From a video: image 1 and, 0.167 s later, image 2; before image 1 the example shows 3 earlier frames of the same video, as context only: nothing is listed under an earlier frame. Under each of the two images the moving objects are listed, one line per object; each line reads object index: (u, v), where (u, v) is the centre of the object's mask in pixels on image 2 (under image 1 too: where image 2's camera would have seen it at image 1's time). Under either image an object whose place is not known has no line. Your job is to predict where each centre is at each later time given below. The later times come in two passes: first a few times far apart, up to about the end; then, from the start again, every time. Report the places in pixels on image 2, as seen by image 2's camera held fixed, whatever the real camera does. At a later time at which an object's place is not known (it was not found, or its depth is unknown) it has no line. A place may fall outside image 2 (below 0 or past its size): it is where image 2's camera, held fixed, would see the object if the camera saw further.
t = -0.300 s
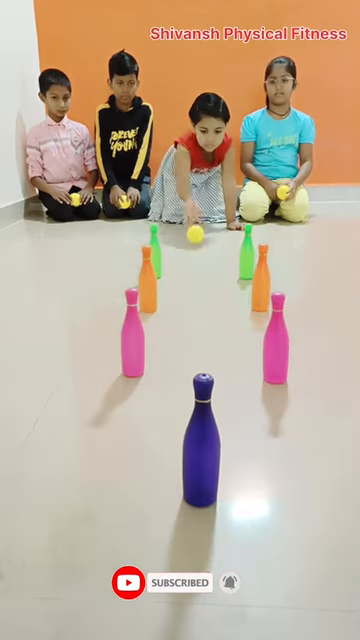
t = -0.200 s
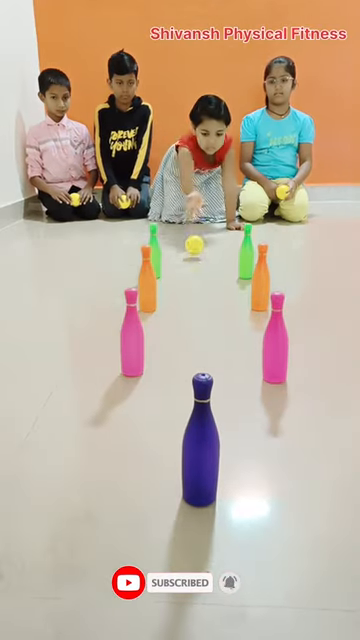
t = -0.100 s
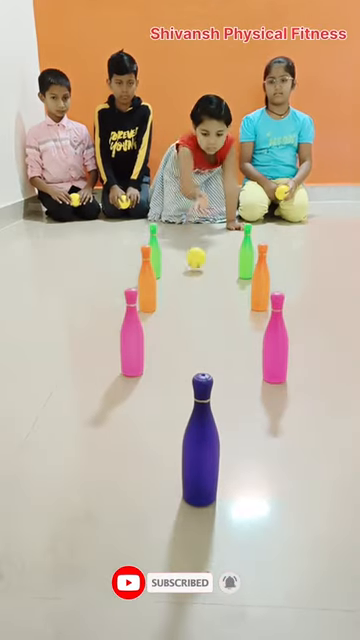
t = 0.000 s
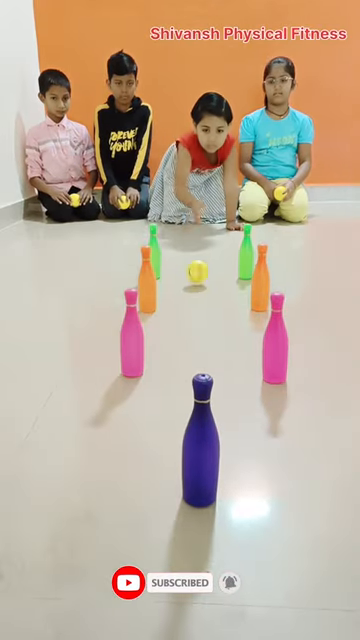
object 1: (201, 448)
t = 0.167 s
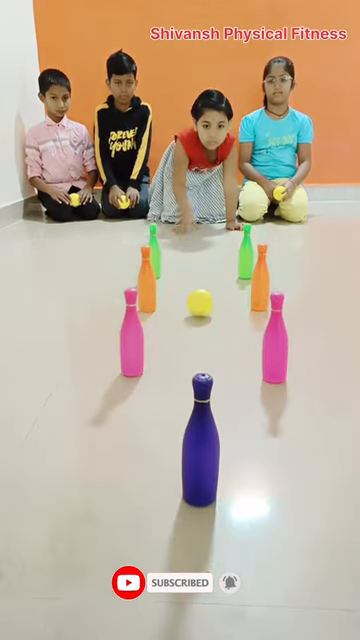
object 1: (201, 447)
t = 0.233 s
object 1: (200, 447)
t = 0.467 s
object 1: (200, 447)
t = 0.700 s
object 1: (148, 560)
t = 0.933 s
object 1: (93, 620)
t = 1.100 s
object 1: (97, 623)
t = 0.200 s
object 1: (200, 447)
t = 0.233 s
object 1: (200, 447)
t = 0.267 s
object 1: (200, 447)
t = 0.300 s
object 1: (200, 448)
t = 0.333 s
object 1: (200, 448)
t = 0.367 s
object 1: (200, 448)
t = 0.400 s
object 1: (200, 448)
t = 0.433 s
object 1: (200, 448)
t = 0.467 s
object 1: (200, 447)
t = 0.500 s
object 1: (201, 447)
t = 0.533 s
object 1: (201, 447)
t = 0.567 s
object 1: (198, 451)
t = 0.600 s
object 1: (186, 471)
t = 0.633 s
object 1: (173, 499)
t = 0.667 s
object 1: (163, 526)
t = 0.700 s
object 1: (148, 560)
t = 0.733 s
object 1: (133, 552)
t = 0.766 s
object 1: (117, 554)
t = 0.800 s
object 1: (101, 563)
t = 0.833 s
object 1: (83, 582)
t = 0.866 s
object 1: (66, 609)
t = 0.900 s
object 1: (80, 617)
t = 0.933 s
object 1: (93, 620)
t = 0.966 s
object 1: (104, 624)
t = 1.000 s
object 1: (90, 621)
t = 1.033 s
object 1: (87, 617)
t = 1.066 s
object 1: (91, 614)
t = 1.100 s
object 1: (97, 623)
